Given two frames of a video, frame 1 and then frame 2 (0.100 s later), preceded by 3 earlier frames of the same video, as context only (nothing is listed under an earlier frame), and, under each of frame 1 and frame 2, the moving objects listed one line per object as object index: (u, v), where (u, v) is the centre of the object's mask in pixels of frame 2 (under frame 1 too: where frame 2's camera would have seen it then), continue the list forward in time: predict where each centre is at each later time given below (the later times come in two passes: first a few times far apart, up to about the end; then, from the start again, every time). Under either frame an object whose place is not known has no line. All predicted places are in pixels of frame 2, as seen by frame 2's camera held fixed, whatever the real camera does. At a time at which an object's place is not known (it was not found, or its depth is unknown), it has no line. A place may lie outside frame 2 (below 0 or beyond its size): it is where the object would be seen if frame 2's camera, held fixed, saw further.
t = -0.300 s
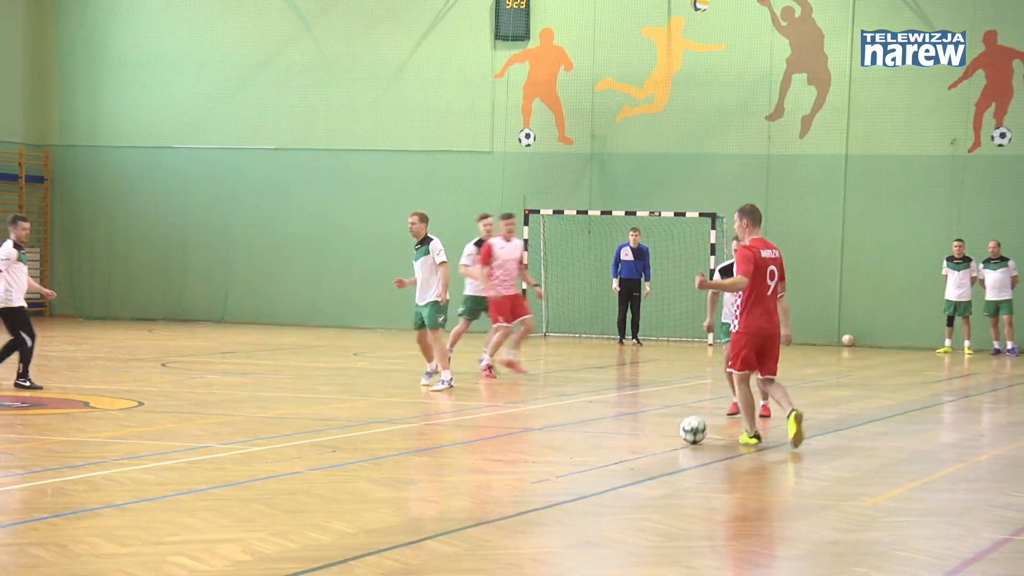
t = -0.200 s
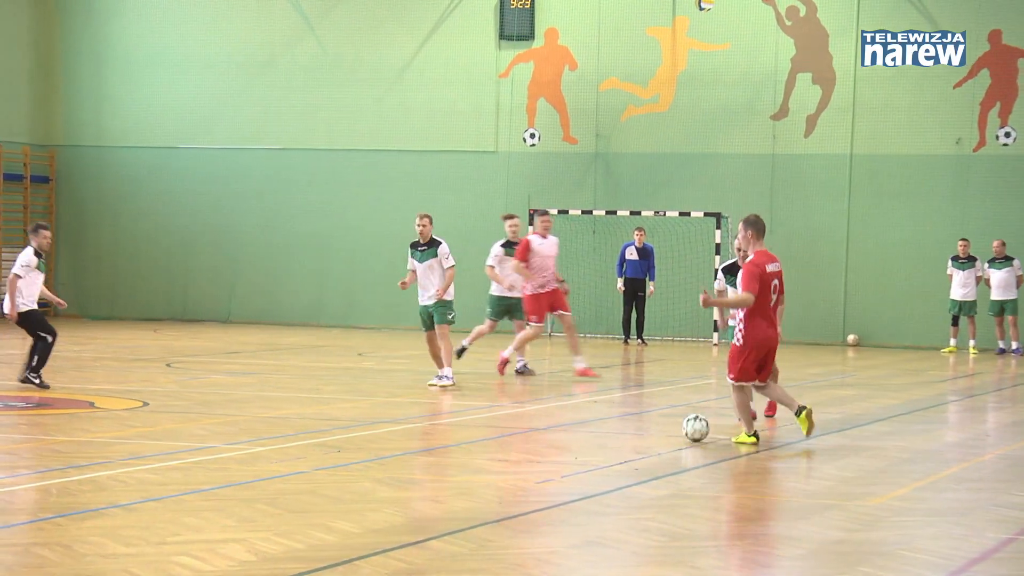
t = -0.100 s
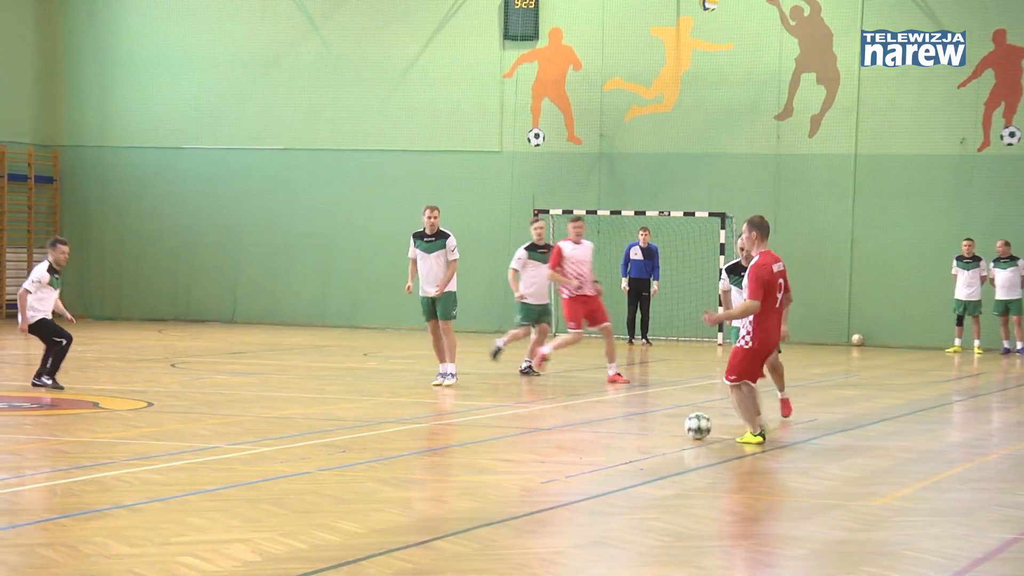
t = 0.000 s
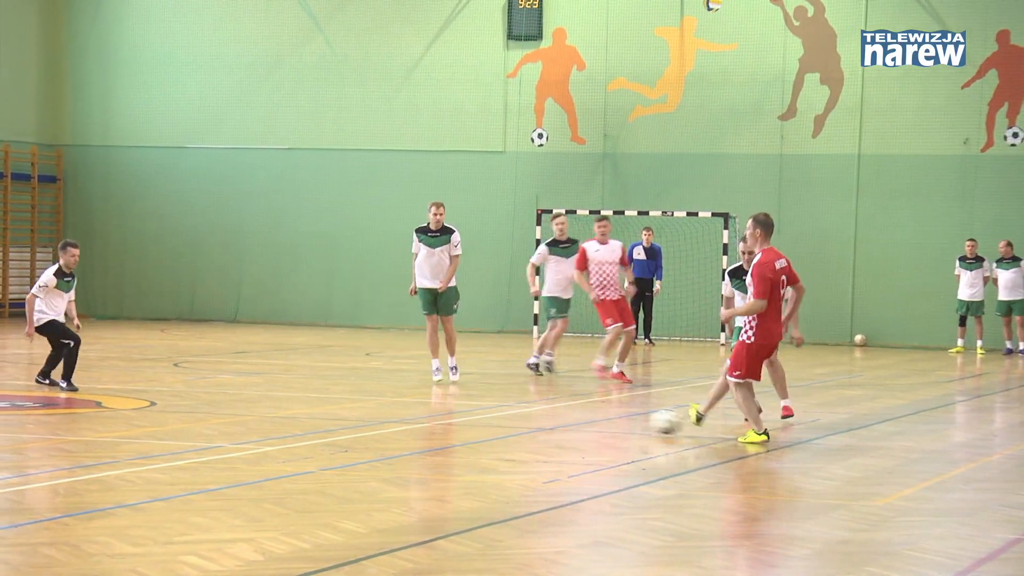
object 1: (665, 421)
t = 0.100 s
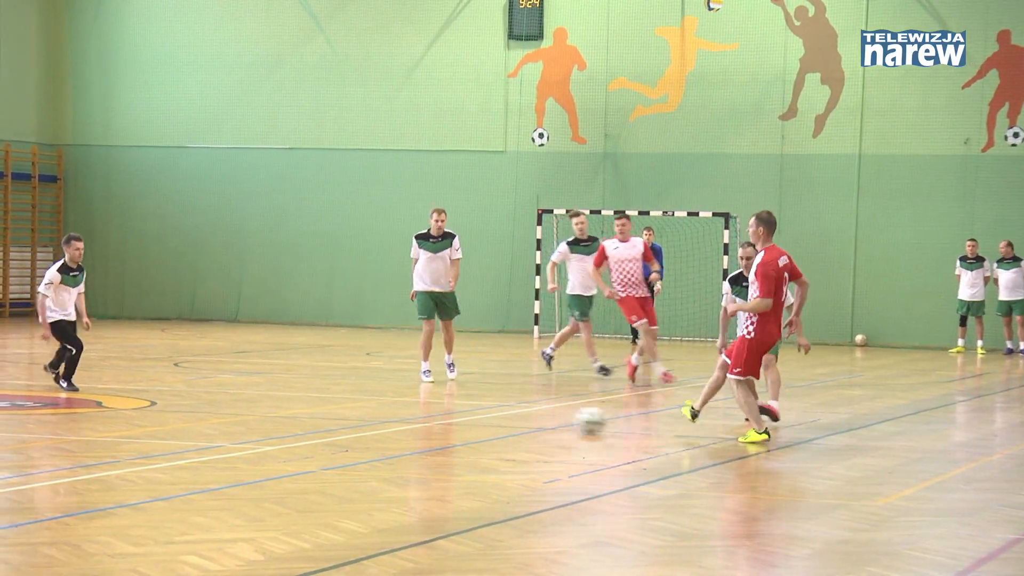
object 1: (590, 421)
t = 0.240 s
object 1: (497, 417)
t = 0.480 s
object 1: (364, 413)
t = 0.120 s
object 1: (576, 420)
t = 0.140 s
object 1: (562, 419)
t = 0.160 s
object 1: (548, 419)
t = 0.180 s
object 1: (534, 417)
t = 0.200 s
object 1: (522, 418)
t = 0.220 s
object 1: (508, 418)
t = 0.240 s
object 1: (497, 417)
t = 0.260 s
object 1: (483, 416)
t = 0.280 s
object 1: (473, 415)
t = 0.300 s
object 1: (461, 415)
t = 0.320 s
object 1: (448, 415)
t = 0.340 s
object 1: (437, 415)
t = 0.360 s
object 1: (426, 415)
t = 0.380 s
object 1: (415, 414)
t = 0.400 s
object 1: (405, 413)
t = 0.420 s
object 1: (393, 413)
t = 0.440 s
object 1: (384, 413)
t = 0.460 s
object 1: (374, 413)
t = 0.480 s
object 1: (364, 413)
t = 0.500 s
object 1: (355, 412)
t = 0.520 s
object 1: (346, 412)
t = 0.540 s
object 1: (336, 412)
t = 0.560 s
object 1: (327, 411)
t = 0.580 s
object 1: (317, 411)
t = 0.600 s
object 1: (308, 411)
